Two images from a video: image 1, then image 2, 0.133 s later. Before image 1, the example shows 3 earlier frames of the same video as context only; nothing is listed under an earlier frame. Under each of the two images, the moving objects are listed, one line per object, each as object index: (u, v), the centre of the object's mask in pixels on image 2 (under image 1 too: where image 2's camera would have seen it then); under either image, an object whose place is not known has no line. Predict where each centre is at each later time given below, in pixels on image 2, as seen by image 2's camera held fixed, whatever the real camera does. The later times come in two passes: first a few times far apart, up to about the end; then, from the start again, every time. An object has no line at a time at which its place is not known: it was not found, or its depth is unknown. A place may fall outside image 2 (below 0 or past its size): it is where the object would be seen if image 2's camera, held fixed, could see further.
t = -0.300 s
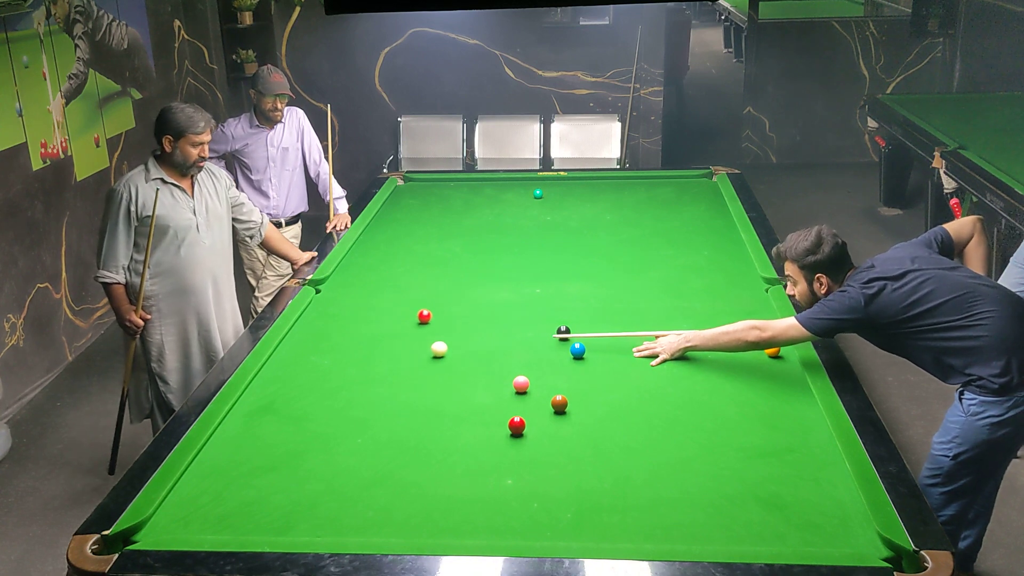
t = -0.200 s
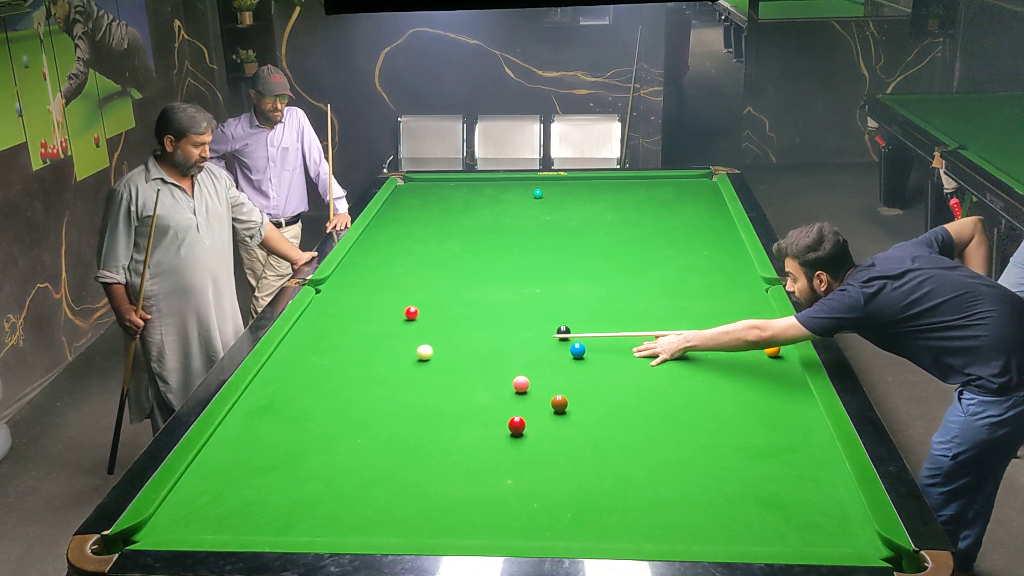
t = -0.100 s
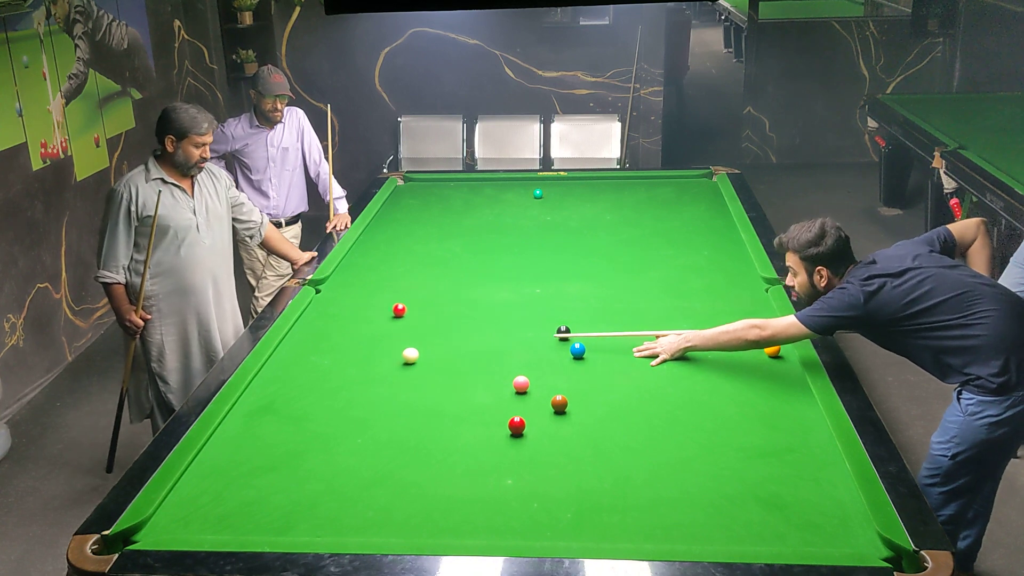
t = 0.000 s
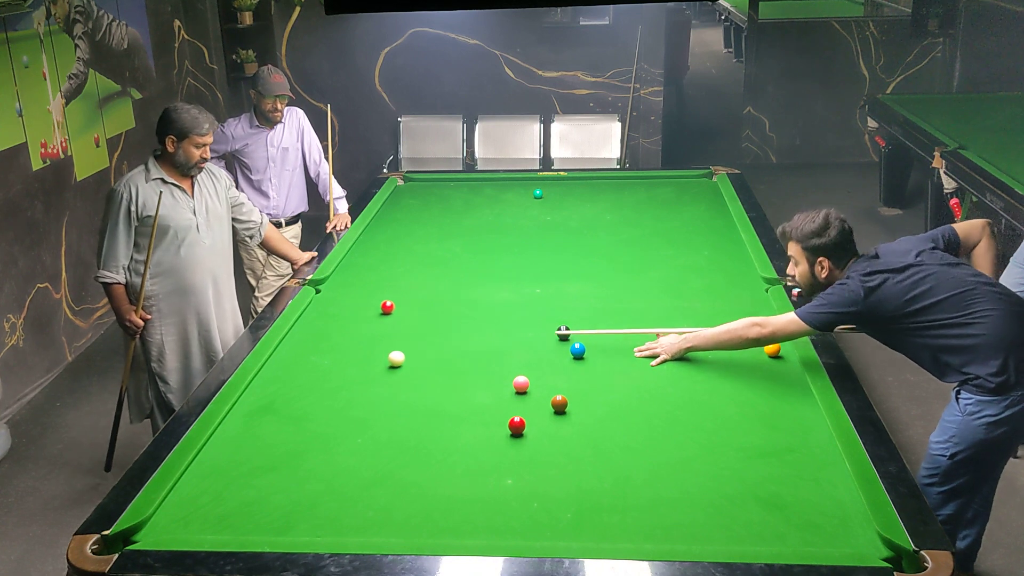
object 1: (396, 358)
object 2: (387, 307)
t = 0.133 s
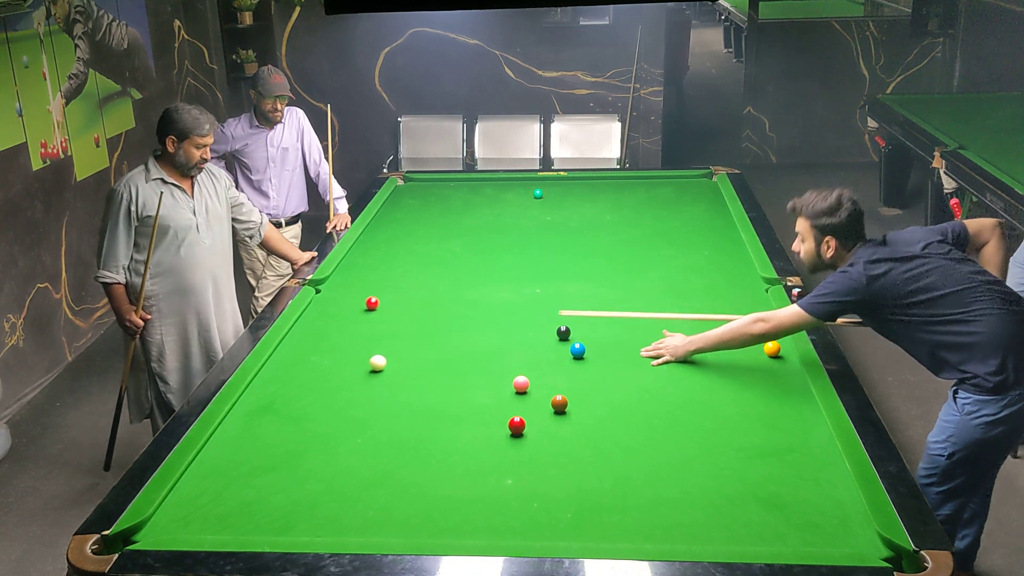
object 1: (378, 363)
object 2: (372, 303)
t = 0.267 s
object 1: (360, 367)
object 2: (358, 300)
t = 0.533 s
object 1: (324, 375)
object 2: (331, 293)
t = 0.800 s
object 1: (291, 383)
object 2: (322, 286)
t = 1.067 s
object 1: (258, 390)
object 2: (326, 283)
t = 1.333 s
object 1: (258, 396)
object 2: (335, 285)
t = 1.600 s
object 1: (268, 399)
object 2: (342, 287)
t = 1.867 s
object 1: (277, 403)
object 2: (348, 289)
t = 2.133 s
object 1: (284, 406)
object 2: (352, 290)
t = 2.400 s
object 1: (289, 408)
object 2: (356, 292)
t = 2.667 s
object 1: (293, 409)
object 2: (357, 292)
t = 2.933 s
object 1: (296, 408)
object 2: (358, 292)
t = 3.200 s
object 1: (297, 407)
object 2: (358, 292)
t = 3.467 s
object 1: (297, 407)
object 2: (358, 292)
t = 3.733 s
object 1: (297, 407)
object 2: (358, 292)
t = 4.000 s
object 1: (297, 407)
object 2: (358, 292)
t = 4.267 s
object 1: (297, 407)
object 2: (358, 292)
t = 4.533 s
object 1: (297, 407)
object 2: (358, 292)
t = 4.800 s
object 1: (297, 407)
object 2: (358, 292)
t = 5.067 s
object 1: (297, 407)
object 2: (358, 292)
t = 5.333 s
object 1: (297, 407)
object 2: (358, 292)
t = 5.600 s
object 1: (297, 407)
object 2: (358, 292)
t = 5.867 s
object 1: (297, 407)
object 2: (358, 292)
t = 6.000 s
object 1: (297, 407)
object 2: (358, 292)
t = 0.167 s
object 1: (373, 363)
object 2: (368, 302)
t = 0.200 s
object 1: (369, 365)
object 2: (365, 301)
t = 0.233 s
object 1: (364, 366)
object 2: (361, 301)
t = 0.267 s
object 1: (360, 367)
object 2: (358, 300)
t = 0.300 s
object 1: (355, 368)
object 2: (354, 299)
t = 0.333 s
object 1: (351, 369)
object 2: (351, 298)
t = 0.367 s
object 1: (346, 369)
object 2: (347, 297)
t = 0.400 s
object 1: (342, 371)
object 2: (344, 296)
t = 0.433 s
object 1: (337, 372)
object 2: (341, 296)
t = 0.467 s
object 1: (333, 373)
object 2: (337, 295)
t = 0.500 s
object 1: (329, 374)
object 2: (334, 294)
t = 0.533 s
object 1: (324, 375)
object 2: (331, 293)
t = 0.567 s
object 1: (320, 376)
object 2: (328, 292)
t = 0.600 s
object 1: (316, 377)
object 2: (324, 292)
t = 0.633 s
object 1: (312, 378)
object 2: (321, 291)
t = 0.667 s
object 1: (307, 379)
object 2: (321, 290)
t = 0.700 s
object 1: (303, 380)
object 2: (321, 289)
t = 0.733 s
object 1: (299, 381)
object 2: (321, 288)
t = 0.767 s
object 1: (295, 382)
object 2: (322, 287)
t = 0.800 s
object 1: (291, 383)
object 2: (322, 286)
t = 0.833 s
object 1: (286, 384)
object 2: (322, 285)
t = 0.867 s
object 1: (282, 385)
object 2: (322, 284)
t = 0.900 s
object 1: (278, 385)
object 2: (322, 283)
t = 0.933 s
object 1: (274, 386)
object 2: (321, 282)
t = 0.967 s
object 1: (270, 387)
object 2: (322, 282)
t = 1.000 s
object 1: (266, 388)
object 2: (324, 282)
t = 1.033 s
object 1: (262, 389)
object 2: (325, 283)
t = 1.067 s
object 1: (258, 390)
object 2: (326, 283)
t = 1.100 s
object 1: (255, 391)
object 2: (327, 283)
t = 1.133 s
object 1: (251, 392)
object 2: (328, 284)
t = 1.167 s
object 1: (251, 392)
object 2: (329, 284)
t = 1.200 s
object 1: (252, 393)
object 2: (330, 284)
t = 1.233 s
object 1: (253, 394)
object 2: (331, 285)
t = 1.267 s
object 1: (255, 394)
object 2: (333, 285)
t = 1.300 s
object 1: (256, 395)
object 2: (334, 285)
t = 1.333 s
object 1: (258, 396)
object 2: (335, 285)
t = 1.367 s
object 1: (259, 396)
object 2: (336, 286)
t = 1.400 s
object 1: (261, 396)
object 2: (337, 286)
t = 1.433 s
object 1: (262, 397)
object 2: (338, 286)
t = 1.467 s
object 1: (263, 397)
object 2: (339, 286)
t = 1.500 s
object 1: (264, 398)
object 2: (339, 287)
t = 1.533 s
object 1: (266, 399)
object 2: (340, 287)
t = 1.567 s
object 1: (267, 399)
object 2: (341, 287)
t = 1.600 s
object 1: (268, 399)
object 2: (342, 287)
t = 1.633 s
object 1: (269, 400)
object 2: (343, 288)
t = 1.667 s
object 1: (270, 400)
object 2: (344, 288)
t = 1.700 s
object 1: (272, 401)
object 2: (344, 288)
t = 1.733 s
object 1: (273, 401)
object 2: (345, 288)
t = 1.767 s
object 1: (274, 402)
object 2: (346, 289)
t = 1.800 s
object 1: (275, 402)
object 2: (347, 289)
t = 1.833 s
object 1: (276, 402)
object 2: (347, 289)
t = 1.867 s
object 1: (277, 403)
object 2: (348, 289)
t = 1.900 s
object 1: (278, 403)
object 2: (348, 289)
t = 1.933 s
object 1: (279, 404)
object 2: (349, 290)
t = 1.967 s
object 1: (280, 404)
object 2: (350, 290)
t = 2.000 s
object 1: (281, 405)
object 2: (350, 290)
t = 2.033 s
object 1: (281, 405)
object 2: (351, 290)
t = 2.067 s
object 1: (282, 405)
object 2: (352, 290)
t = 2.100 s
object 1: (283, 405)
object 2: (352, 290)
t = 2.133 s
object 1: (284, 406)
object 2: (352, 290)
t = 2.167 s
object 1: (285, 406)
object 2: (353, 291)
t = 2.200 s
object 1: (285, 406)
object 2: (353, 291)
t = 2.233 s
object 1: (286, 407)
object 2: (354, 291)
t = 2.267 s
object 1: (287, 407)
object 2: (354, 291)
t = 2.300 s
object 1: (287, 407)
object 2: (355, 291)
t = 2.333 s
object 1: (288, 408)
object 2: (355, 291)
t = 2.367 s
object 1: (289, 408)
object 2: (355, 291)
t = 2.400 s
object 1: (289, 408)
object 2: (356, 292)
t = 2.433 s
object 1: (290, 408)
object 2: (356, 292)
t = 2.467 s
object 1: (290, 408)
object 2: (356, 292)
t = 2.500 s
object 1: (291, 408)
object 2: (357, 292)
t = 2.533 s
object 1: (292, 408)
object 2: (357, 292)
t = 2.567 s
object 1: (292, 408)
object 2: (357, 292)
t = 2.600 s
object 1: (292, 409)
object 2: (357, 292)
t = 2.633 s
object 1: (293, 409)
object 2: (357, 292)
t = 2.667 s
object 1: (293, 409)
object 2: (357, 292)
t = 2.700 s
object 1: (294, 409)
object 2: (358, 292)
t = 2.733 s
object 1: (294, 408)
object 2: (358, 292)
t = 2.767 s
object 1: (295, 408)
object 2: (358, 292)
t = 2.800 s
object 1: (295, 408)
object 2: (358, 292)
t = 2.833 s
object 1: (295, 408)
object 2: (358, 292)
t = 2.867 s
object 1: (296, 408)
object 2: (358, 292)
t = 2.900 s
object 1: (296, 408)
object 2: (358, 292)
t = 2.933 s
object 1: (296, 408)
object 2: (358, 292)
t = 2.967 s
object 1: (296, 407)
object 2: (358, 292)
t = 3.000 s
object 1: (297, 407)
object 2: (358, 292)
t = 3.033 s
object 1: (297, 407)
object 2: (358, 292)
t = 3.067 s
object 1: (297, 407)
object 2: (358, 292)
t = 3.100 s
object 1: (297, 407)
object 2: (358, 292)
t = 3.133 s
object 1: (297, 407)
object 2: (358, 292)
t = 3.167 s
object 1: (297, 407)
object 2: (358, 292)
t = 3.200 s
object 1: (297, 407)
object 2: (358, 292)
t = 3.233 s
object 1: (297, 407)
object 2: (358, 292)
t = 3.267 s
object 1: (297, 407)
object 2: (358, 292)
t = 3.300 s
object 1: (297, 407)
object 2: (358, 292)
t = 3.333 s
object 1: (297, 407)
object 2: (358, 292)
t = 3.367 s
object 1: (297, 407)
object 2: (358, 292)
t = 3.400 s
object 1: (297, 407)
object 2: (358, 292)
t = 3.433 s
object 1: (297, 407)
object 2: (358, 292)
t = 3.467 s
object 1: (297, 407)
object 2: (358, 292)
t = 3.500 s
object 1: (297, 407)
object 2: (358, 292)
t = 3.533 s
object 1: (297, 407)
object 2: (358, 292)
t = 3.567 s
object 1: (297, 407)
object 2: (358, 292)
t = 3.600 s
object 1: (297, 407)
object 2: (358, 292)
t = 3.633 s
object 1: (297, 407)
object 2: (358, 292)
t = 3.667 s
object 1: (297, 407)
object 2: (358, 292)
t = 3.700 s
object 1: (297, 407)
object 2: (358, 292)
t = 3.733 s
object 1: (297, 407)
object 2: (358, 292)
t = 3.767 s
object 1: (297, 407)
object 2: (358, 292)
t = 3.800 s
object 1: (297, 407)
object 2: (358, 292)
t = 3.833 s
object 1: (297, 407)
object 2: (358, 292)
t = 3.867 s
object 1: (297, 407)
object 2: (358, 292)
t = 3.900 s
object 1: (297, 407)
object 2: (358, 292)
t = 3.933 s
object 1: (297, 407)
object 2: (358, 292)
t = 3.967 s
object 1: (297, 407)
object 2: (358, 292)
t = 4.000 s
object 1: (297, 407)
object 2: (358, 292)
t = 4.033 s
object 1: (297, 407)
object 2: (358, 292)
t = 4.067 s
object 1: (297, 407)
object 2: (358, 292)
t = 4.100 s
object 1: (297, 407)
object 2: (358, 292)
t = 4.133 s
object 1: (297, 407)
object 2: (358, 292)
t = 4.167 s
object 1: (297, 407)
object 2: (358, 292)
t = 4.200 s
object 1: (297, 407)
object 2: (358, 292)
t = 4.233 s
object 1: (297, 407)
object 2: (358, 292)
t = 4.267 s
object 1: (297, 407)
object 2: (358, 292)
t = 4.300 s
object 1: (297, 407)
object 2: (358, 292)
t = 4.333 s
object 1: (297, 407)
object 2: (358, 292)
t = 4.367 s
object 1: (297, 407)
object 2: (358, 292)
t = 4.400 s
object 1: (297, 407)
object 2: (358, 292)
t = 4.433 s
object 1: (297, 407)
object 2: (358, 292)
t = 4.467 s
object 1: (297, 407)
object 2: (358, 292)
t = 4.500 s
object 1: (297, 407)
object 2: (358, 292)
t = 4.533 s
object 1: (297, 407)
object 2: (358, 292)
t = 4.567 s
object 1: (297, 407)
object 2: (358, 292)
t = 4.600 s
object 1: (297, 407)
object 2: (358, 292)
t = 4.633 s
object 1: (297, 407)
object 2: (358, 292)
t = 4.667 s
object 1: (297, 407)
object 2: (358, 292)
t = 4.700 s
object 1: (297, 407)
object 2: (358, 292)
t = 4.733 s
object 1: (297, 407)
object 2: (358, 292)
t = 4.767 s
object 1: (297, 407)
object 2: (358, 292)
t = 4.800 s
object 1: (297, 407)
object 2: (358, 292)
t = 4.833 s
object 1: (297, 407)
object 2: (358, 292)
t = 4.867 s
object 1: (297, 407)
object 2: (358, 292)
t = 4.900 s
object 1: (297, 407)
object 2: (358, 292)
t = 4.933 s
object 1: (297, 407)
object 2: (358, 292)
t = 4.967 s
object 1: (297, 407)
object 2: (358, 292)
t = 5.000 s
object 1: (297, 407)
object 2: (358, 292)
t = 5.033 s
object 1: (297, 407)
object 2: (358, 292)
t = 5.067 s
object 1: (297, 407)
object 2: (358, 292)
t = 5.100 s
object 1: (297, 407)
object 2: (358, 292)
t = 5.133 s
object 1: (297, 407)
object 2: (358, 292)
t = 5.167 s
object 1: (297, 407)
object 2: (358, 292)
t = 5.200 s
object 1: (297, 407)
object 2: (358, 292)
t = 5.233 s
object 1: (297, 407)
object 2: (358, 292)
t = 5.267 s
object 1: (297, 407)
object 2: (358, 292)
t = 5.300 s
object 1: (297, 407)
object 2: (358, 292)
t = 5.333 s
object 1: (297, 407)
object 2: (358, 292)
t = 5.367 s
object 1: (297, 407)
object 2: (358, 292)
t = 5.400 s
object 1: (297, 407)
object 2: (358, 292)
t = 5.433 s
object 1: (297, 407)
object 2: (358, 292)
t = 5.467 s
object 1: (297, 407)
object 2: (358, 292)
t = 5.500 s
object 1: (297, 407)
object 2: (358, 292)
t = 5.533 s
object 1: (297, 407)
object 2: (358, 292)
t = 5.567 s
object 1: (297, 407)
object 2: (358, 292)
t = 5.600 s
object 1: (297, 407)
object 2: (358, 292)
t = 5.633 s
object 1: (297, 407)
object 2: (358, 292)
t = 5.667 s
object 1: (297, 407)
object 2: (358, 292)
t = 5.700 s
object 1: (297, 407)
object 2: (358, 292)
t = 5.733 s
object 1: (297, 407)
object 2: (358, 292)
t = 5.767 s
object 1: (297, 407)
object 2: (358, 292)
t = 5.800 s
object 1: (297, 407)
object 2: (358, 292)
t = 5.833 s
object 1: (297, 407)
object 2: (358, 292)
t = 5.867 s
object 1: (297, 407)
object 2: (358, 292)
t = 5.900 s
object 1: (297, 407)
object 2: (358, 292)
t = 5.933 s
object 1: (297, 407)
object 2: (358, 292)
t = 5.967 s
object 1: (297, 407)
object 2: (358, 292)
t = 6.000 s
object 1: (297, 407)
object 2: (358, 292)
